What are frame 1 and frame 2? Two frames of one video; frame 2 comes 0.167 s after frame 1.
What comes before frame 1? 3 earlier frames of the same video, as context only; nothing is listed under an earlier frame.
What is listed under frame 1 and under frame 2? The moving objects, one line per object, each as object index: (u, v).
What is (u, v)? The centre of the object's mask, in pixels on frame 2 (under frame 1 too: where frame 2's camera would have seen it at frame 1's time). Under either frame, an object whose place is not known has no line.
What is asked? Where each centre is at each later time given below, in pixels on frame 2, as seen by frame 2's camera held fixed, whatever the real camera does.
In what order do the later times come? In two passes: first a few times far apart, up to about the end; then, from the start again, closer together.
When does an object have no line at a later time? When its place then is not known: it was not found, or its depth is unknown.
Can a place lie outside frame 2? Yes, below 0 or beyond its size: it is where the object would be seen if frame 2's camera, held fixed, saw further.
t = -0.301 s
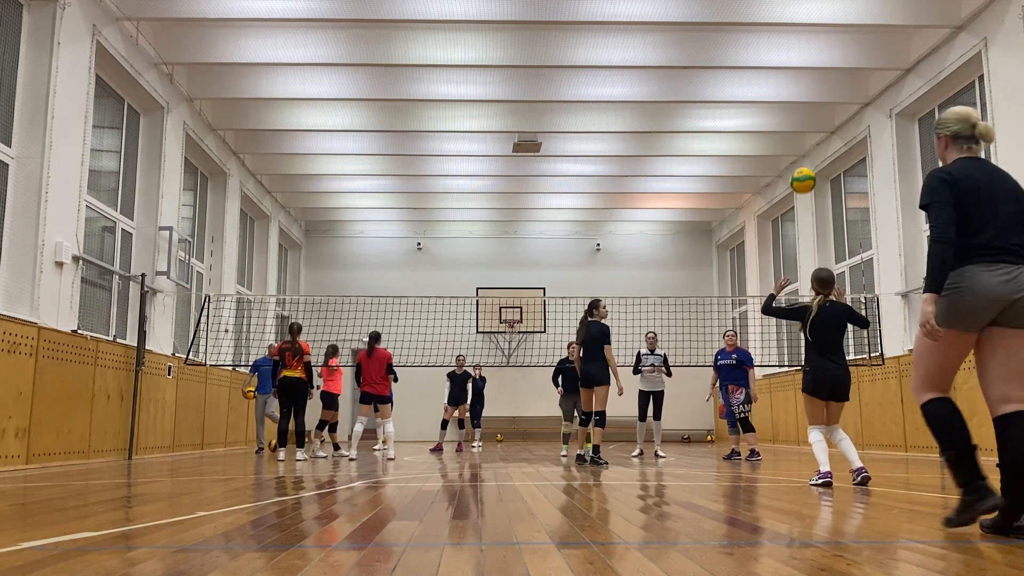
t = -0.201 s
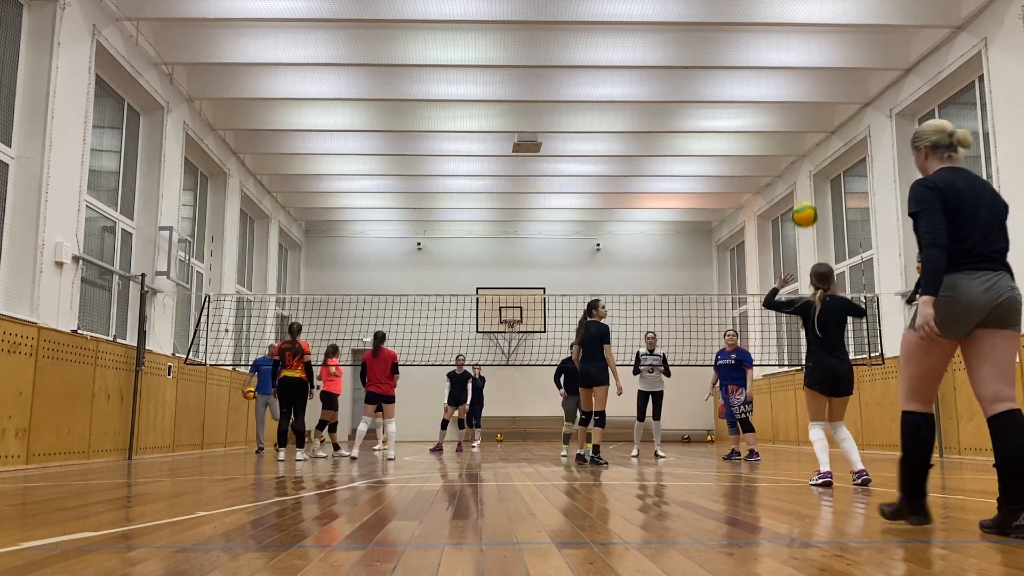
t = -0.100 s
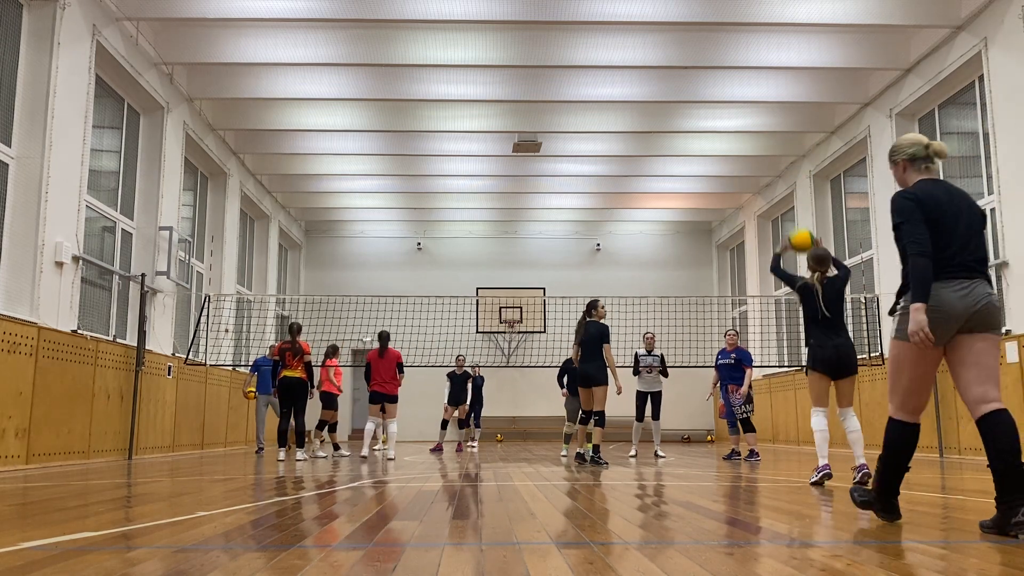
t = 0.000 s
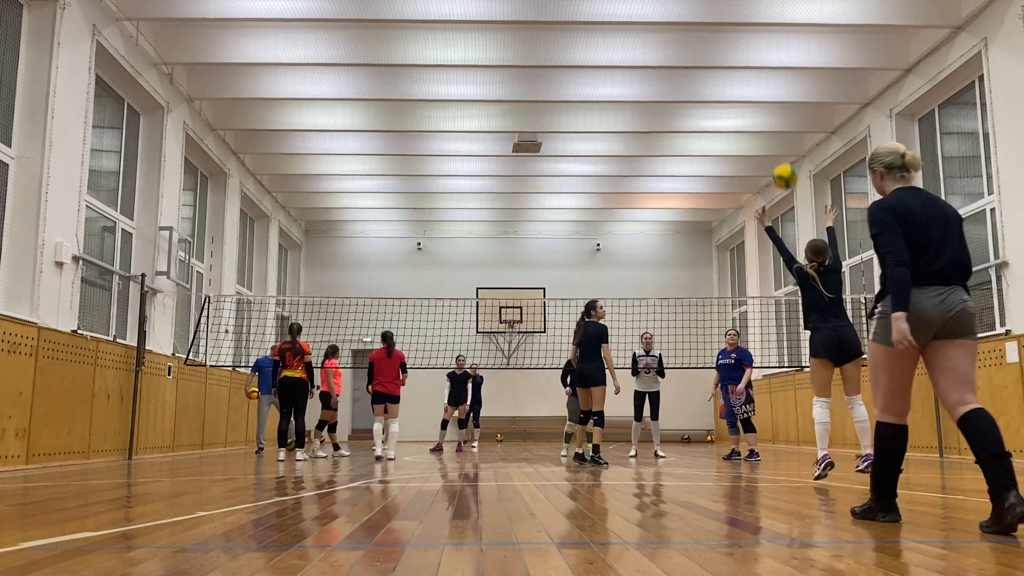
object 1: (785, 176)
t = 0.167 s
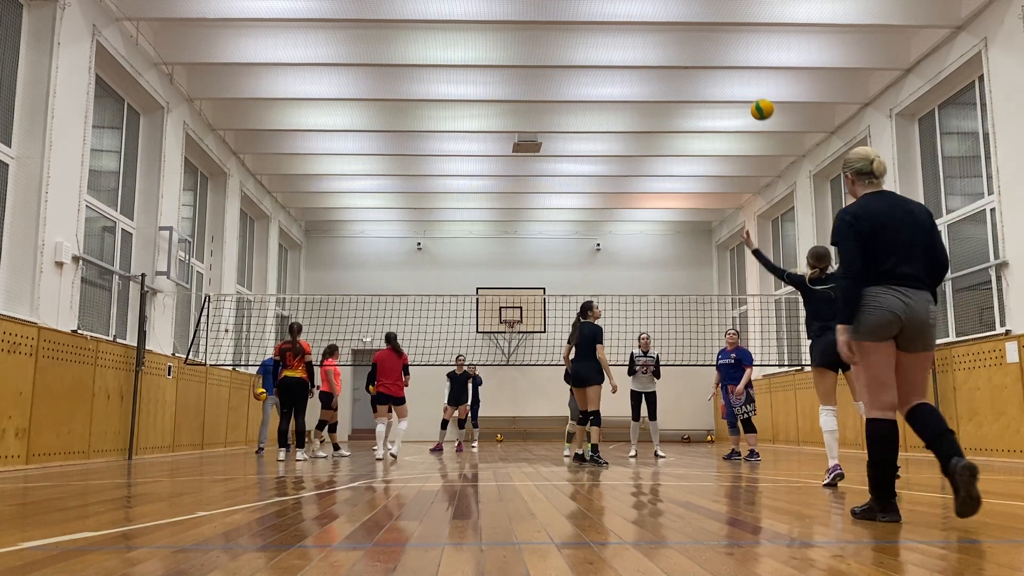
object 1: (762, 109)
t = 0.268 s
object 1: (750, 88)
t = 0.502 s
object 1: (729, 80)
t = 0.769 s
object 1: (713, 125)
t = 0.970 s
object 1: (704, 189)
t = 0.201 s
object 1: (758, 101)
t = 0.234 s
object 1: (754, 94)
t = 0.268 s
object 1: (750, 88)
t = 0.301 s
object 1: (747, 83)
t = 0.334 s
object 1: (744, 80)
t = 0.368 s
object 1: (740, 78)
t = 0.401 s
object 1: (738, 77)
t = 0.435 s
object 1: (735, 77)
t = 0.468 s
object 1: (732, 78)
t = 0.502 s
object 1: (729, 80)
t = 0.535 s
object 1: (727, 83)
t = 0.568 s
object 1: (725, 87)
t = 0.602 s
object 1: (722, 91)
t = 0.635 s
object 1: (721, 97)
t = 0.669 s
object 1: (718, 103)
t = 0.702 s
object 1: (716, 109)
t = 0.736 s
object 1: (714, 117)
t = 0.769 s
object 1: (713, 125)
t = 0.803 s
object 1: (711, 134)
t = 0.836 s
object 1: (710, 144)
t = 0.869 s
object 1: (708, 154)
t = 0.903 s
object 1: (706, 165)
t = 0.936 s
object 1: (705, 177)
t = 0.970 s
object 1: (704, 189)
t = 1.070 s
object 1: (700, 228)
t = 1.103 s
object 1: (699, 242)
